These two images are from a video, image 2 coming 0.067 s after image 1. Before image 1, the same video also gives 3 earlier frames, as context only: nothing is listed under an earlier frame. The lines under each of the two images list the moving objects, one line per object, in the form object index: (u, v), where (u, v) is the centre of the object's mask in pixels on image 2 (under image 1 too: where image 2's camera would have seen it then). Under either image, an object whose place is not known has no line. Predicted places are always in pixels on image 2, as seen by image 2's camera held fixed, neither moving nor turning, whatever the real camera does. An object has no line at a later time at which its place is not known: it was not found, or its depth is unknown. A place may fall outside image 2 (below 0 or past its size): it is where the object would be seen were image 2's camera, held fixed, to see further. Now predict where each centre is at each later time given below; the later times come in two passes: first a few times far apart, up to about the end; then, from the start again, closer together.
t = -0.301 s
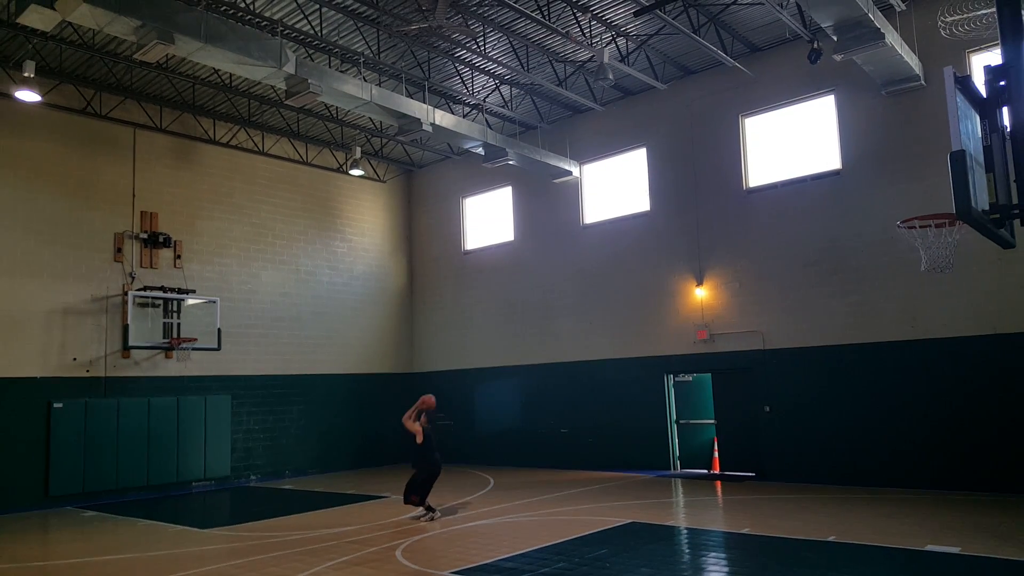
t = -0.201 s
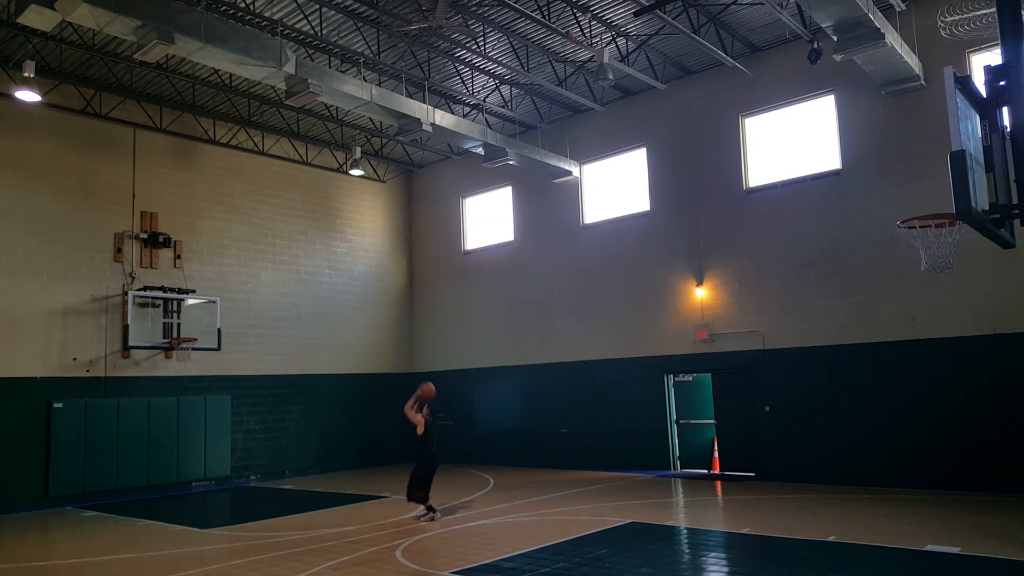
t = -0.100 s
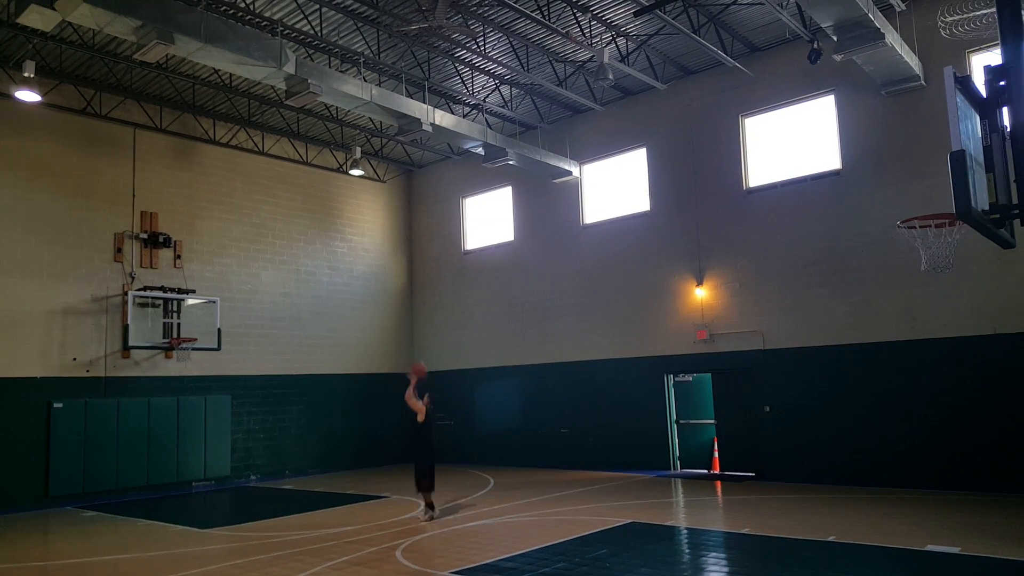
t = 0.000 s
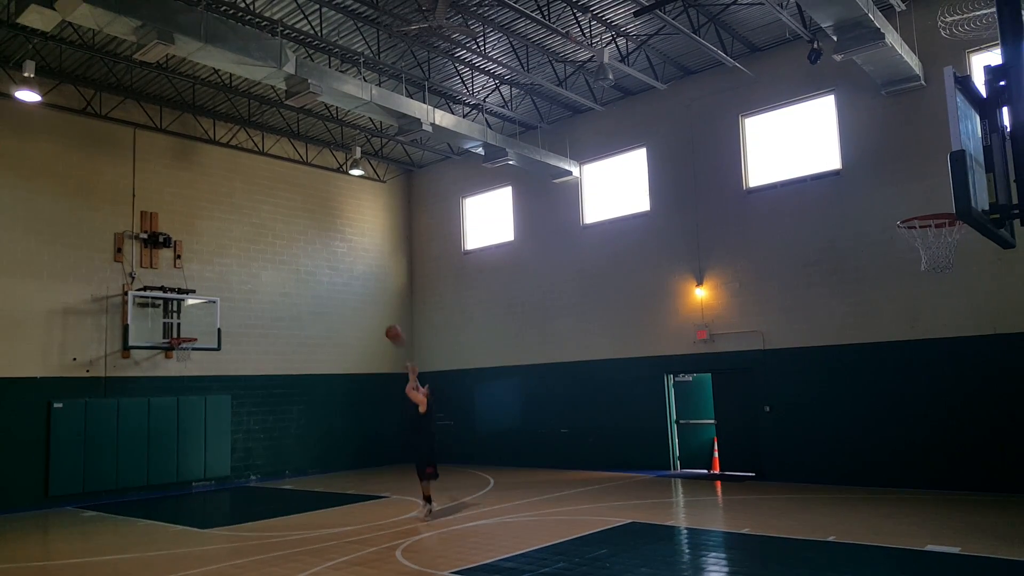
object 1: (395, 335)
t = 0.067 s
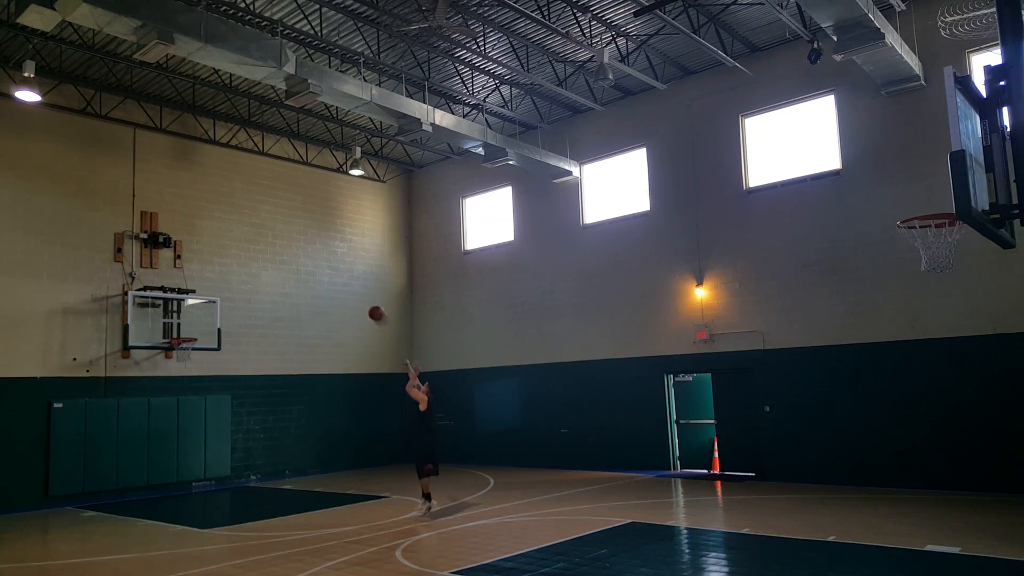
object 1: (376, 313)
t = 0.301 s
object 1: (321, 270)
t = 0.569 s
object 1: (268, 261)
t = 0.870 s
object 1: (217, 294)
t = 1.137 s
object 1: (192, 320)
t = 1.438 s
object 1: (203, 296)
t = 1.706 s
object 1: (214, 314)
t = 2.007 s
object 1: (227, 386)
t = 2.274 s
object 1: (243, 498)
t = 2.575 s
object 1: (247, 423)
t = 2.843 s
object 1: (247, 384)
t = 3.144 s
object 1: (251, 395)
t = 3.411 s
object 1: (254, 456)
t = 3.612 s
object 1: (258, 511)
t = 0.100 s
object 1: (368, 305)
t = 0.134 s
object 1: (359, 297)
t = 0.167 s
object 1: (352, 290)
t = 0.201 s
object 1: (344, 284)
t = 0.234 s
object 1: (336, 278)
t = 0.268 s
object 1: (329, 274)
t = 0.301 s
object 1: (321, 270)
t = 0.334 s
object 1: (314, 267)
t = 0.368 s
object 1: (307, 264)
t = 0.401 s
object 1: (300, 262)
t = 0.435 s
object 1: (293, 261)
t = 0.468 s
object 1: (286, 260)
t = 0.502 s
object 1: (280, 260)
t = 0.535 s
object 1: (274, 260)
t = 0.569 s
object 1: (268, 261)
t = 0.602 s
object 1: (262, 263)
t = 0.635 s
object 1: (256, 265)
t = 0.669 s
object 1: (250, 267)
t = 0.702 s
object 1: (245, 271)
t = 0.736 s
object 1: (238, 274)
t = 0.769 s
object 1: (233, 279)
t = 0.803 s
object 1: (228, 284)
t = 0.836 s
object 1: (223, 288)
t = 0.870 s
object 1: (217, 294)
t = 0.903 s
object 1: (212, 301)
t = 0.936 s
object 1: (207, 308)
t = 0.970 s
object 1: (201, 315)
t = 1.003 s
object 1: (196, 323)
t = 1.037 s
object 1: (192, 331)
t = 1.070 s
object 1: (191, 331)
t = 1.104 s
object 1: (192, 325)
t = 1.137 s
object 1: (192, 320)
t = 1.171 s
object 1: (193, 315)
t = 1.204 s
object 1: (194, 311)
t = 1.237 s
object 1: (196, 308)
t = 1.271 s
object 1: (197, 304)
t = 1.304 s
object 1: (198, 302)
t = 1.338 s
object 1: (199, 299)
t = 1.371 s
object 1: (201, 298)
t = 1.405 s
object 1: (202, 297)
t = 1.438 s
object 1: (203, 296)
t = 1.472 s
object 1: (204, 297)
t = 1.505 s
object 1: (206, 297)
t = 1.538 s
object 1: (207, 298)
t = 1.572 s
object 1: (208, 300)
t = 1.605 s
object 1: (210, 303)
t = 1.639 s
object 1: (211, 306)
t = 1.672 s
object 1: (213, 310)
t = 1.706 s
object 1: (214, 314)
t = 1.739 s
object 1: (215, 319)
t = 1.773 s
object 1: (217, 325)
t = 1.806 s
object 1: (218, 332)
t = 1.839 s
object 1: (220, 339)
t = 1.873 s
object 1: (221, 347)
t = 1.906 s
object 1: (223, 356)
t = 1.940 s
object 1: (224, 365)
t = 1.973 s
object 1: (225, 375)
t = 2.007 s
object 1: (227, 386)
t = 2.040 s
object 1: (228, 397)
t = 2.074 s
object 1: (230, 409)
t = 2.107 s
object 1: (232, 421)
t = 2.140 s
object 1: (234, 436)
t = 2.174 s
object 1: (237, 449)
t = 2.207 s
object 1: (238, 465)
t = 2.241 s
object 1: (240, 479)
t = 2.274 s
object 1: (243, 498)
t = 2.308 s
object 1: (244, 505)
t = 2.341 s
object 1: (244, 492)
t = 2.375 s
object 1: (244, 479)
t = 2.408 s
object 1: (245, 469)
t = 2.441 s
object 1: (245, 458)
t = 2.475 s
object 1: (246, 448)
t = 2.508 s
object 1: (246, 439)
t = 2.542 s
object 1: (246, 430)
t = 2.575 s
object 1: (247, 423)
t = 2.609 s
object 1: (246, 415)
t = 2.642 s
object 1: (247, 409)
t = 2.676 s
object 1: (247, 403)
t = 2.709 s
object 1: (248, 397)
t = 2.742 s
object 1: (248, 393)
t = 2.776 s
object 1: (247, 390)
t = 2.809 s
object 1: (247, 387)
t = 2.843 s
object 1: (247, 384)
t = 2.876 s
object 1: (247, 383)
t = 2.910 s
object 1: (248, 382)
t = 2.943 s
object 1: (248, 382)
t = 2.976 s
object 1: (248, 382)
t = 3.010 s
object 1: (249, 383)
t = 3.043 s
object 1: (249, 385)
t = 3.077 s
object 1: (250, 387)
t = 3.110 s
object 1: (250, 390)
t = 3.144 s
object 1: (251, 395)
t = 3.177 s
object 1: (251, 399)
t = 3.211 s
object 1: (252, 405)
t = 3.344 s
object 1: (253, 435)
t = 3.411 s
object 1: (254, 456)
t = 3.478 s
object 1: (254, 479)
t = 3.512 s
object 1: (255, 494)
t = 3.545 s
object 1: (256, 506)
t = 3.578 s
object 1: (256, 520)
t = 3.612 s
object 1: (258, 511)
